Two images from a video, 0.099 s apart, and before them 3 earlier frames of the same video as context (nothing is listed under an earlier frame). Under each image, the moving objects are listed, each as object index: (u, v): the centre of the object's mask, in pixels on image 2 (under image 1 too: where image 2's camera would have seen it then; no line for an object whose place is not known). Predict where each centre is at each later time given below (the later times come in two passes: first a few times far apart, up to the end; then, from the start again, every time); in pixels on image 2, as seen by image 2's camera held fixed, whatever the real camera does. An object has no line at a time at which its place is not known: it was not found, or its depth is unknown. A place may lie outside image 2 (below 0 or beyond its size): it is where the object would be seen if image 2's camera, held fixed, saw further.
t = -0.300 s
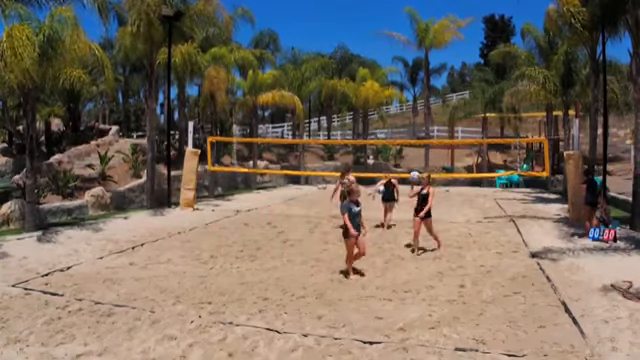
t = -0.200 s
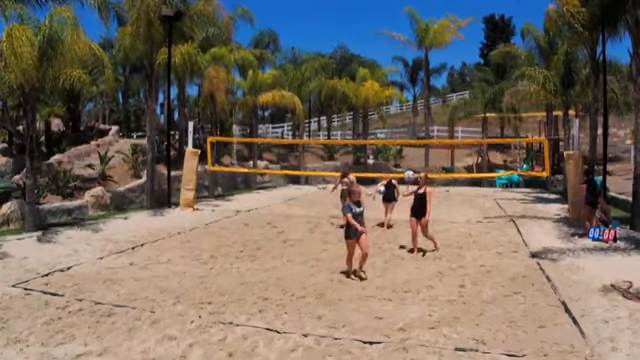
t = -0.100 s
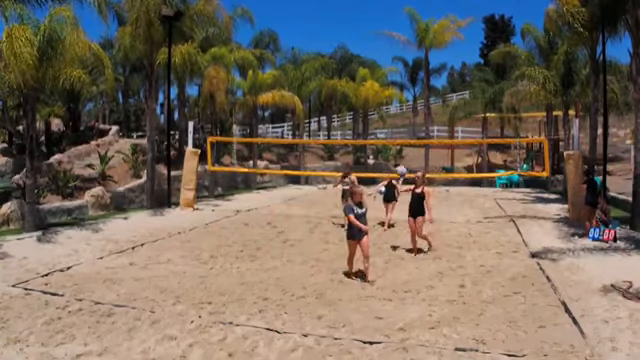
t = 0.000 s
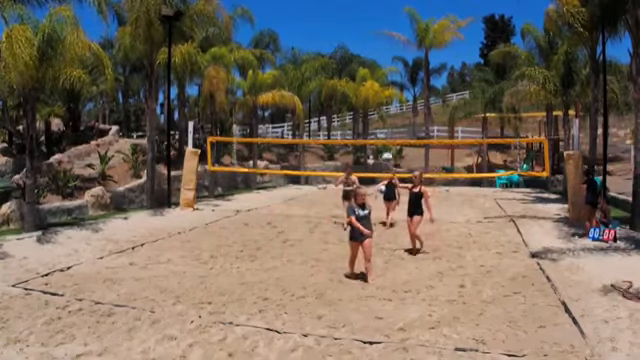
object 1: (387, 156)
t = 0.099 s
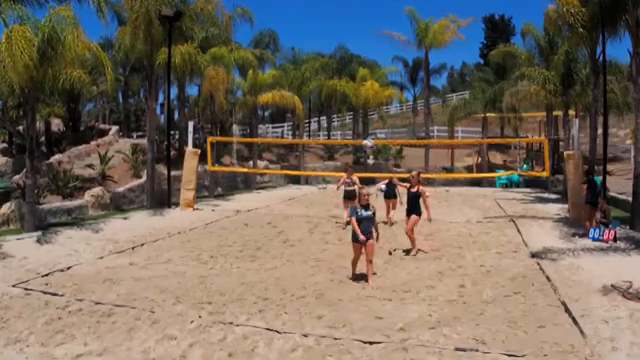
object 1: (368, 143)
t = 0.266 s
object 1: (333, 130)
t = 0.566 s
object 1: (265, 147)
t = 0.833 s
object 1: (194, 221)
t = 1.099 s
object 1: (130, 284)
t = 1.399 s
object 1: (82, 294)
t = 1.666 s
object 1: (45, 298)
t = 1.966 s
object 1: (13, 296)
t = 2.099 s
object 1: (4, 300)
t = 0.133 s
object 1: (361, 139)
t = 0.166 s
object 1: (355, 136)
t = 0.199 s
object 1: (348, 134)
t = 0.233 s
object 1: (342, 132)
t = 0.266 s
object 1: (333, 130)
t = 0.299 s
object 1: (327, 130)
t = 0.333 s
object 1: (319, 128)
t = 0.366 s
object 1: (312, 128)
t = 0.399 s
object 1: (305, 129)
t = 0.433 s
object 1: (297, 132)
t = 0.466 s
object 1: (290, 134)
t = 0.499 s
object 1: (282, 138)
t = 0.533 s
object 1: (273, 142)
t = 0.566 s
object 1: (265, 147)
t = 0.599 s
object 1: (256, 152)
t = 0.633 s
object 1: (248, 159)
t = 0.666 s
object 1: (240, 167)
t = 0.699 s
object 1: (231, 176)
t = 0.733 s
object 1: (222, 186)
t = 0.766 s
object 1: (213, 196)
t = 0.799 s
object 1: (203, 207)
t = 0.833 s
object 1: (194, 221)
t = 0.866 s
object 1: (185, 234)
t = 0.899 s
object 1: (176, 250)
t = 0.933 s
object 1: (166, 266)
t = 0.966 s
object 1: (156, 284)
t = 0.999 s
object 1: (148, 296)
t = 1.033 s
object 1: (142, 292)
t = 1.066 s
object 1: (136, 288)
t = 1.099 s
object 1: (130, 284)
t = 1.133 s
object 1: (124, 282)
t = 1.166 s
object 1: (119, 281)
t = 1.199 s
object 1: (113, 280)
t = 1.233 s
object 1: (108, 281)
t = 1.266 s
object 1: (103, 282)
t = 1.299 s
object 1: (98, 283)
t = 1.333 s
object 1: (92, 286)
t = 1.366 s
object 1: (87, 290)
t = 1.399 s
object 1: (82, 294)
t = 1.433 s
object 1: (76, 297)
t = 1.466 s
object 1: (71, 297)
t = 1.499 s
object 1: (66, 296)
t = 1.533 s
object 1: (62, 296)
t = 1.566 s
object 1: (57, 295)
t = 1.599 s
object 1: (52, 296)
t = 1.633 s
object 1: (48, 297)
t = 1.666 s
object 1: (45, 298)
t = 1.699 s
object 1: (40, 298)
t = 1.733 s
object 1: (35, 297)
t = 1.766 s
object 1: (31, 298)
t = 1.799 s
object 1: (27, 298)
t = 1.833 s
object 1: (24, 299)
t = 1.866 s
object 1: (20, 298)
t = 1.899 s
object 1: (17, 297)
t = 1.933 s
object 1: (15, 296)
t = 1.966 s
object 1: (13, 296)
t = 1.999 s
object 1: (9, 297)
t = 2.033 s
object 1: (7, 297)
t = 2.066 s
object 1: (5, 298)
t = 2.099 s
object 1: (4, 300)
